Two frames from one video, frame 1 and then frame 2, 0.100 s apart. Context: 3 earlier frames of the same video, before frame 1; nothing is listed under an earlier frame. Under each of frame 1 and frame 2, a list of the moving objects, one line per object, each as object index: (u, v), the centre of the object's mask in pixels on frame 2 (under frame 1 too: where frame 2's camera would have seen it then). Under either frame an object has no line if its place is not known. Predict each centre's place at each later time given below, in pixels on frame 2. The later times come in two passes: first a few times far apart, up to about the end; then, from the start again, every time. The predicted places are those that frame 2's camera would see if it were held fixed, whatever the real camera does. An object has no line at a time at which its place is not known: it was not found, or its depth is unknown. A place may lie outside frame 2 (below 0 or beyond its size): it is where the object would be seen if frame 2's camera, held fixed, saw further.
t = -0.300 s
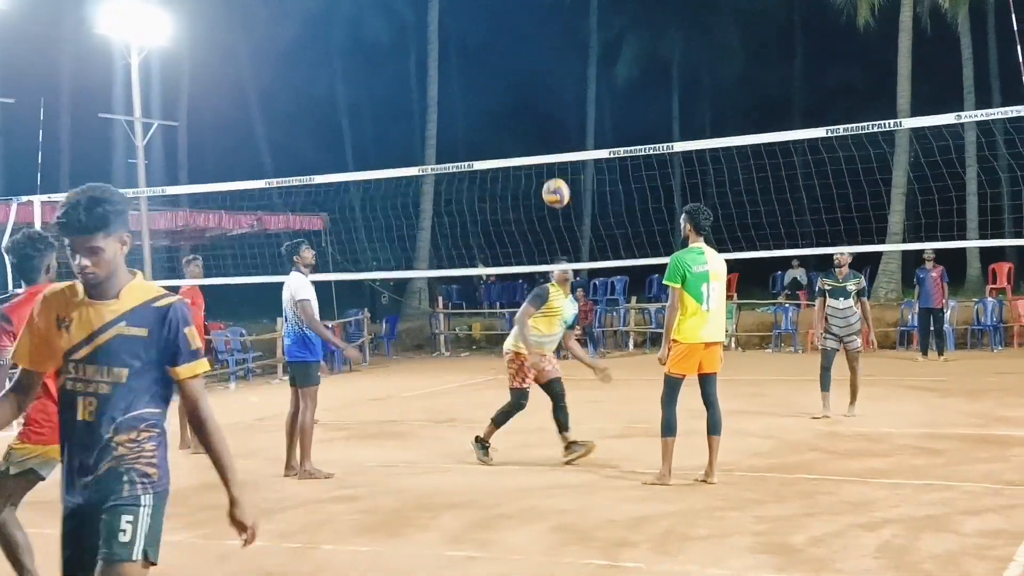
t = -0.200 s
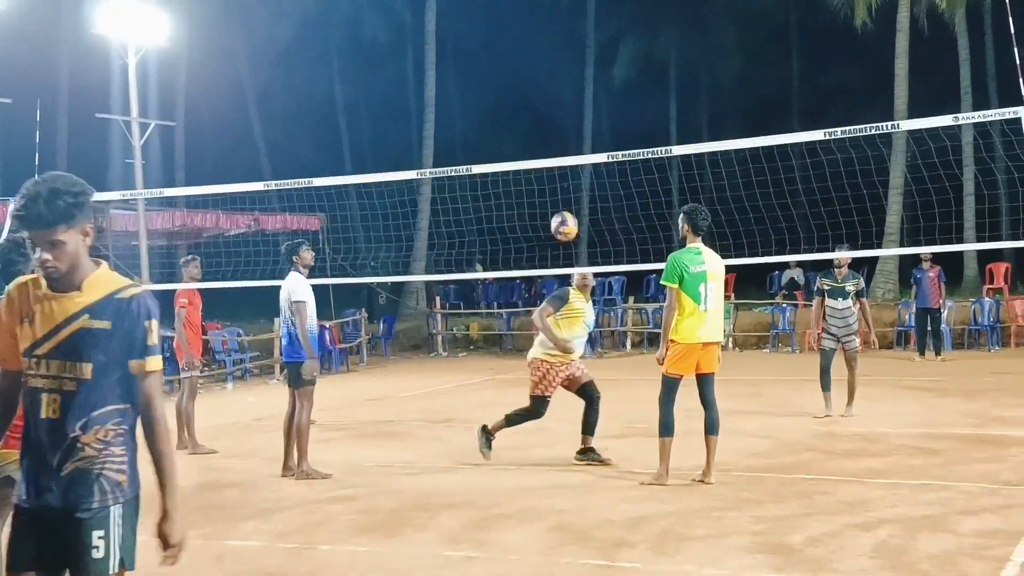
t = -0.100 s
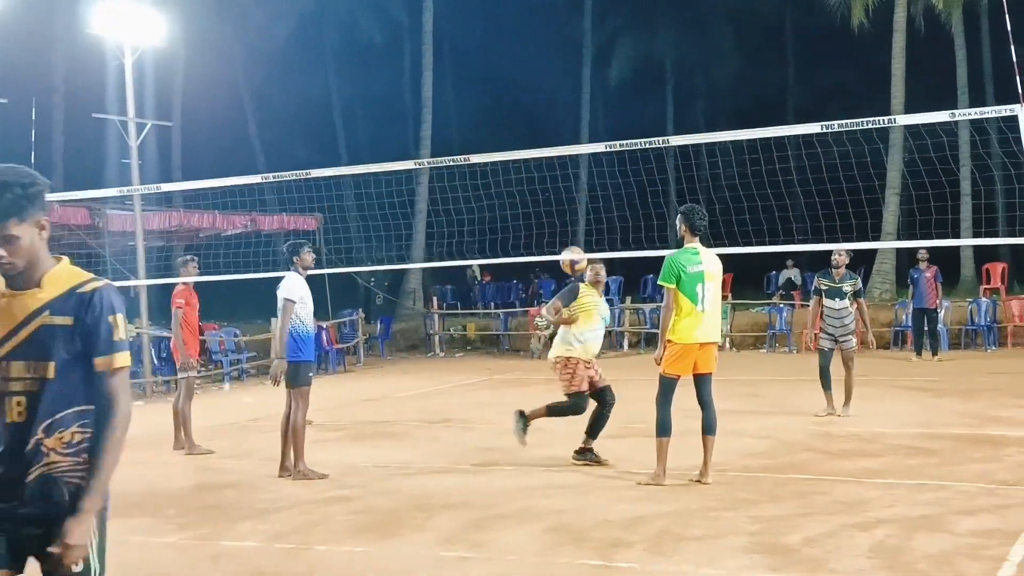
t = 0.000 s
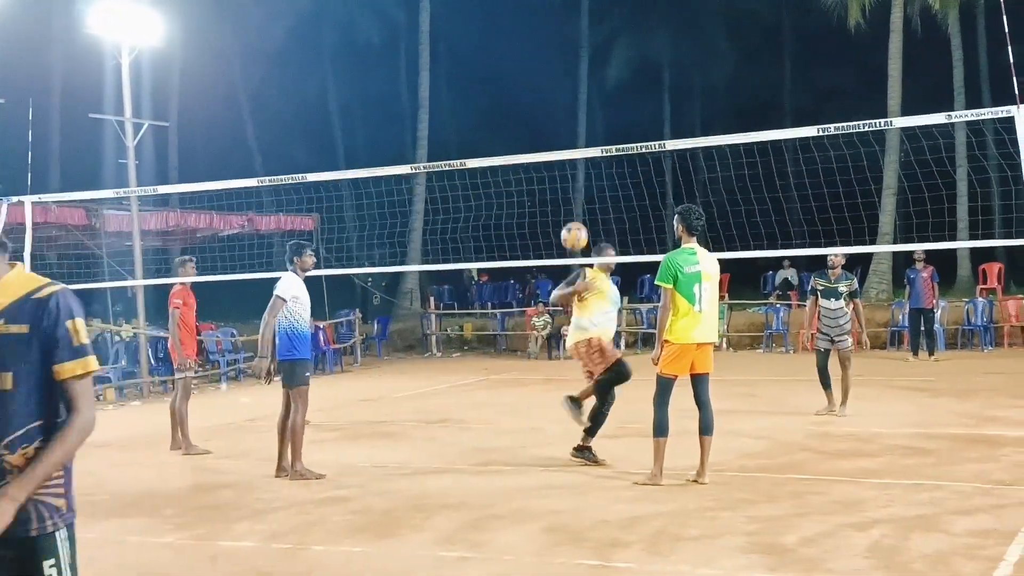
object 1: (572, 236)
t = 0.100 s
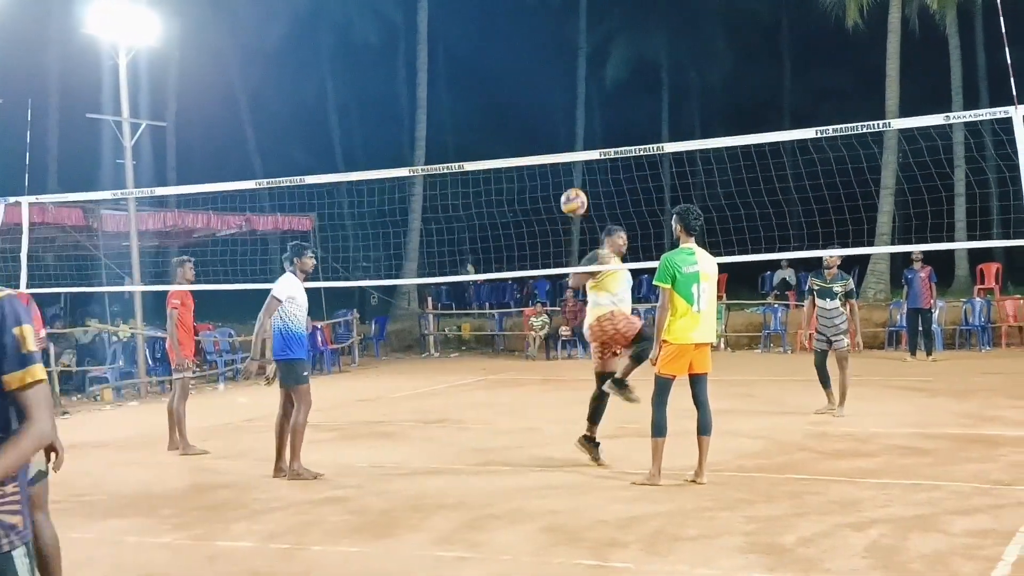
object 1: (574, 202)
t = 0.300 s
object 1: (577, 170)
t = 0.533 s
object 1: (583, 193)
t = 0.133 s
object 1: (574, 194)
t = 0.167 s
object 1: (575, 187)
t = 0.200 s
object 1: (575, 181)
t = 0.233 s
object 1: (576, 176)
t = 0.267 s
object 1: (577, 172)
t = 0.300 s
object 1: (577, 170)
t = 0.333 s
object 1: (578, 170)
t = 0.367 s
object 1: (579, 171)
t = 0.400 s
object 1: (579, 172)
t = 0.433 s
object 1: (580, 175)
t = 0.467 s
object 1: (581, 180)
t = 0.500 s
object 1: (582, 186)
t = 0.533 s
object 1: (583, 193)
